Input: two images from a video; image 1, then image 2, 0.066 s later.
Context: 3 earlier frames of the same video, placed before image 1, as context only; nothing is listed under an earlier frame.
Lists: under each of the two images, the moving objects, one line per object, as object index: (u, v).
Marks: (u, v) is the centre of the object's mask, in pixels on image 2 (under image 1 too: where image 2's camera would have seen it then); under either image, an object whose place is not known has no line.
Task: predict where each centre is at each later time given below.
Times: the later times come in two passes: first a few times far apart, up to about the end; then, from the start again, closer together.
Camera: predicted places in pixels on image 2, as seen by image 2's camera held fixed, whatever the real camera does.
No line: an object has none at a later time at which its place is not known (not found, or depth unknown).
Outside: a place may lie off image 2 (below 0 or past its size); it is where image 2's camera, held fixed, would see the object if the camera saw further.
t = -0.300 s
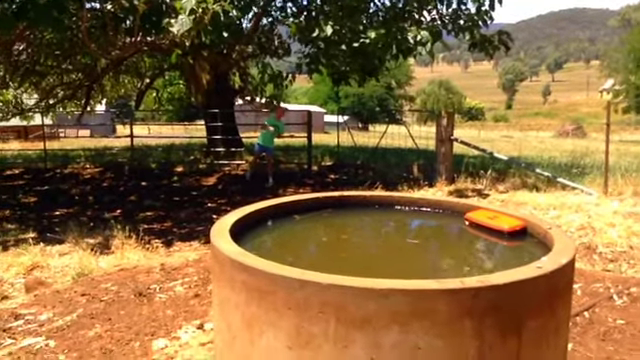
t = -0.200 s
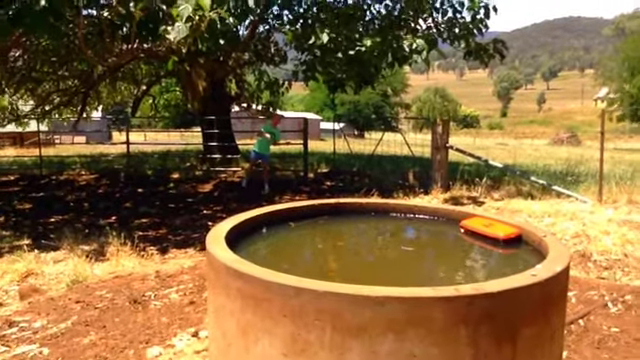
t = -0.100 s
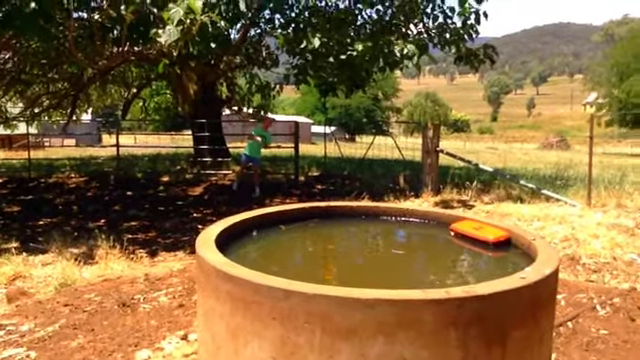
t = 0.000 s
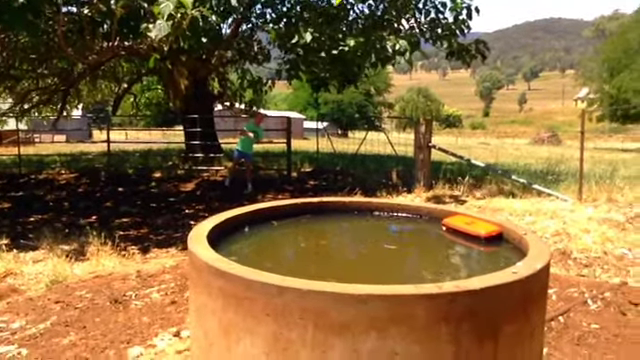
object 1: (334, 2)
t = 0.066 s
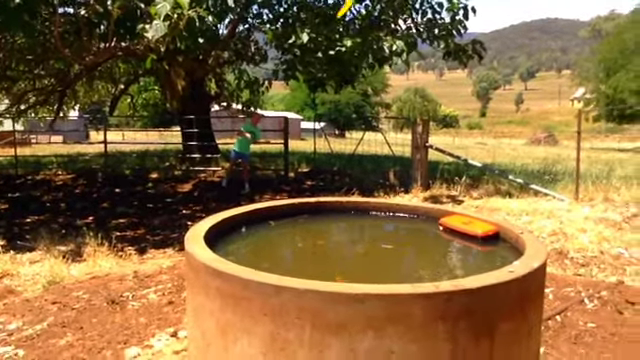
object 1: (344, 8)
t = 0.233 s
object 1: (362, 69)
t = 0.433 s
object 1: (368, 233)
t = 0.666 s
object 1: (343, 243)
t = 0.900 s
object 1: (338, 248)
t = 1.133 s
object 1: (328, 252)
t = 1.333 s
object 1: (320, 258)
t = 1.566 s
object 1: (312, 260)
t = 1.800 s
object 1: (304, 262)
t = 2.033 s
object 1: (302, 263)
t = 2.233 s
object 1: (295, 266)
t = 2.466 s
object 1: (295, 264)
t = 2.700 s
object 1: (290, 266)
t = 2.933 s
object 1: (291, 264)
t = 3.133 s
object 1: (288, 265)
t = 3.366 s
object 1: (287, 266)
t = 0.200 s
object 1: (360, 50)
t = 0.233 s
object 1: (362, 69)
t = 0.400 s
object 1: (369, 224)
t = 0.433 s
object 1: (368, 233)
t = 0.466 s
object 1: (361, 227)
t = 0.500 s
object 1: (355, 225)
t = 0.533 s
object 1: (350, 228)
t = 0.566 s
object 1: (348, 232)
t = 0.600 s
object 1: (346, 239)
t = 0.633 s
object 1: (346, 241)
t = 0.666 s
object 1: (343, 243)
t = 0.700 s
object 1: (341, 244)
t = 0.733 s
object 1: (345, 247)
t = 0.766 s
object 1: (343, 247)
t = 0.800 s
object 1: (341, 248)
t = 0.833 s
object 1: (339, 247)
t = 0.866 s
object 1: (338, 248)
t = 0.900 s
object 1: (338, 248)
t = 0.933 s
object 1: (337, 248)
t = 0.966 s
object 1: (336, 249)
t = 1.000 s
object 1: (334, 249)
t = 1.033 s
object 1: (333, 249)
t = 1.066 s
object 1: (332, 250)
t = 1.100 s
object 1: (330, 251)
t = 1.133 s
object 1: (328, 252)
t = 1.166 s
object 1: (326, 253)
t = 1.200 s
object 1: (325, 254)
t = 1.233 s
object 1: (323, 255)
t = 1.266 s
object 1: (322, 257)
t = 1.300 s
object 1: (321, 257)
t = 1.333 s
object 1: (320, 258)
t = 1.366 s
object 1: (318, 259)
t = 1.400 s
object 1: (317, 259)
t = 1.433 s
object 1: (316, 260)
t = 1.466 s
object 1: (315, 260)
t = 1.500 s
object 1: (314, 260)
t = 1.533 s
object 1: (313, 260)
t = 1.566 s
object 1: (312, 260)
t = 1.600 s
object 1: (311, 260)
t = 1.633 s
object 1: (310, 260)
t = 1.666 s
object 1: (308, 261)
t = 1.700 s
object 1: (307, 261)
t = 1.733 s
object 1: (306, 261)
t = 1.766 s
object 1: (305, 262)
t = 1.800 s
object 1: (304, 262)
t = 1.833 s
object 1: (303, 262)
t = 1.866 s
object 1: (302, 263)
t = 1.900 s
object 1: (302, 263)
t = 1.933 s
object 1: (303, 263)
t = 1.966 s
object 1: (302, 263)
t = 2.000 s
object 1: (302, 263)
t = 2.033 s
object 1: (302, 263)
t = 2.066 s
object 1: (301, 264)
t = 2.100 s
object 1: (300, 264)
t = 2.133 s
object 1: (299, 264)
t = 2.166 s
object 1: (298, 265)
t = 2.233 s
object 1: (295, 266)
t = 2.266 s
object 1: (294, 266)
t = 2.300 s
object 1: (293, 266)
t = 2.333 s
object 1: (293, 266)
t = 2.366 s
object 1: (293, 265)
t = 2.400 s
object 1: (294, 264)
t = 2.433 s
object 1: (294, 264)
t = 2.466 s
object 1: (295, 264)
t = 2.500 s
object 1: (295, 264)
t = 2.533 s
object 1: (295, 264)
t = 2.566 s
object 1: (295, 265)
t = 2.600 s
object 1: (294, 266)
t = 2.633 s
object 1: (292, 266)
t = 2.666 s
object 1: (291, 266)
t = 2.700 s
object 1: (290, 266)
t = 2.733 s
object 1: (290, 267)
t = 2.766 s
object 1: (289, 266)
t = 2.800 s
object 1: (289, 266)
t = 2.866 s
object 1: (291, 265)
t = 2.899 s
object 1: (291, 264)
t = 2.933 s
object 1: (291, 264)
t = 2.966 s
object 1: (291, 264)
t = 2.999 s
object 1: (291, 265)
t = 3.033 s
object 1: (291, 265)
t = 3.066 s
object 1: (290, 265)
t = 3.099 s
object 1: (289, 266)
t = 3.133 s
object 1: (288, 265)
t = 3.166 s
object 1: (288, 265)
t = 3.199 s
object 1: (287, 265)
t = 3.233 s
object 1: (287, 265)
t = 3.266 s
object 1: (287, 266)
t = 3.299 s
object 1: (287, 266)
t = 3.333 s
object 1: (287, 266)
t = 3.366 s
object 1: (287, 266)
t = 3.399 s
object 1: (287, 266)
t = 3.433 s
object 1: (286, 266)
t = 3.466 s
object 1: (286, 266)
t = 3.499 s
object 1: (284, 265)
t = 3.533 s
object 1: (283, 266)
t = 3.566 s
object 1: (283, 266)
